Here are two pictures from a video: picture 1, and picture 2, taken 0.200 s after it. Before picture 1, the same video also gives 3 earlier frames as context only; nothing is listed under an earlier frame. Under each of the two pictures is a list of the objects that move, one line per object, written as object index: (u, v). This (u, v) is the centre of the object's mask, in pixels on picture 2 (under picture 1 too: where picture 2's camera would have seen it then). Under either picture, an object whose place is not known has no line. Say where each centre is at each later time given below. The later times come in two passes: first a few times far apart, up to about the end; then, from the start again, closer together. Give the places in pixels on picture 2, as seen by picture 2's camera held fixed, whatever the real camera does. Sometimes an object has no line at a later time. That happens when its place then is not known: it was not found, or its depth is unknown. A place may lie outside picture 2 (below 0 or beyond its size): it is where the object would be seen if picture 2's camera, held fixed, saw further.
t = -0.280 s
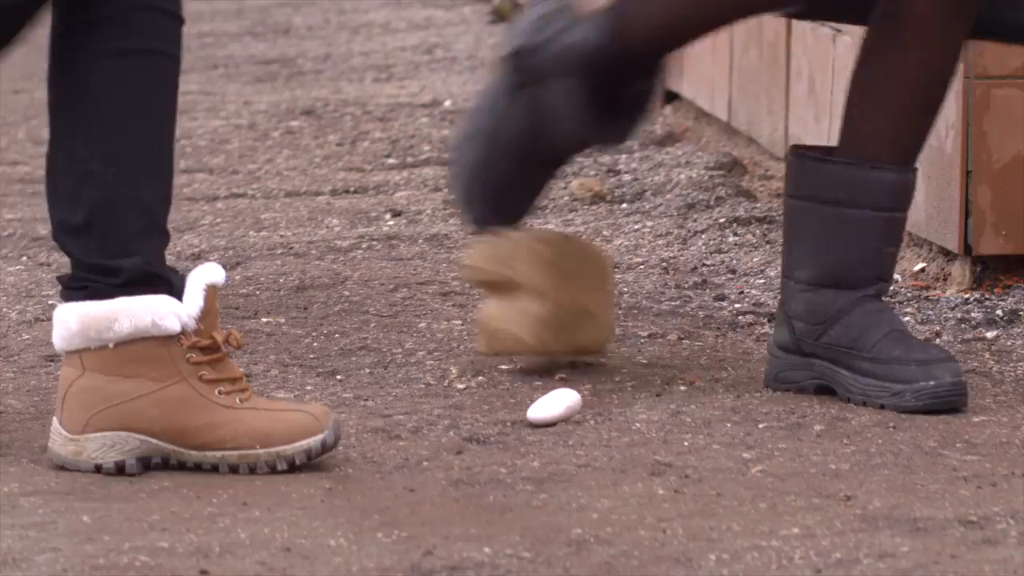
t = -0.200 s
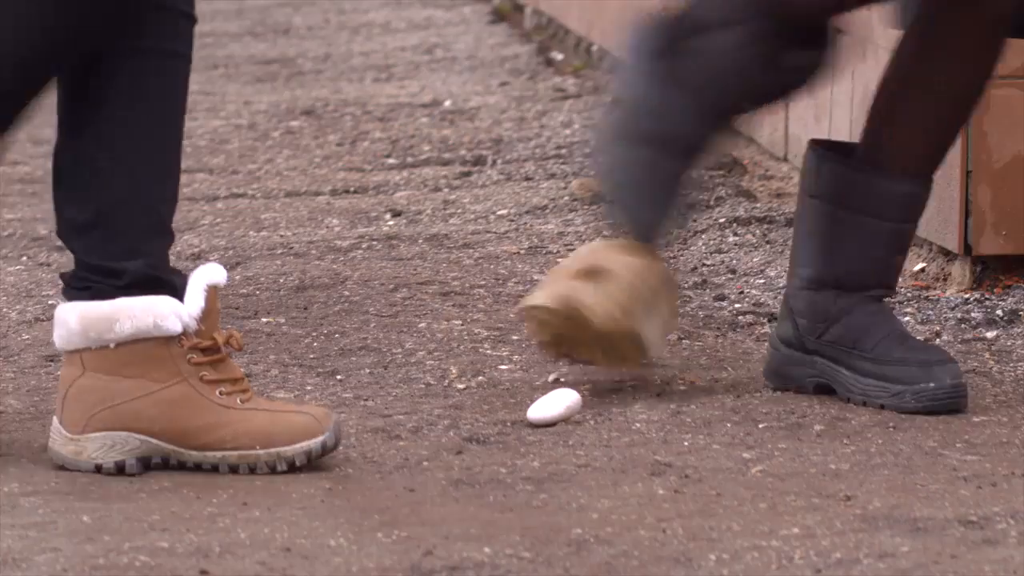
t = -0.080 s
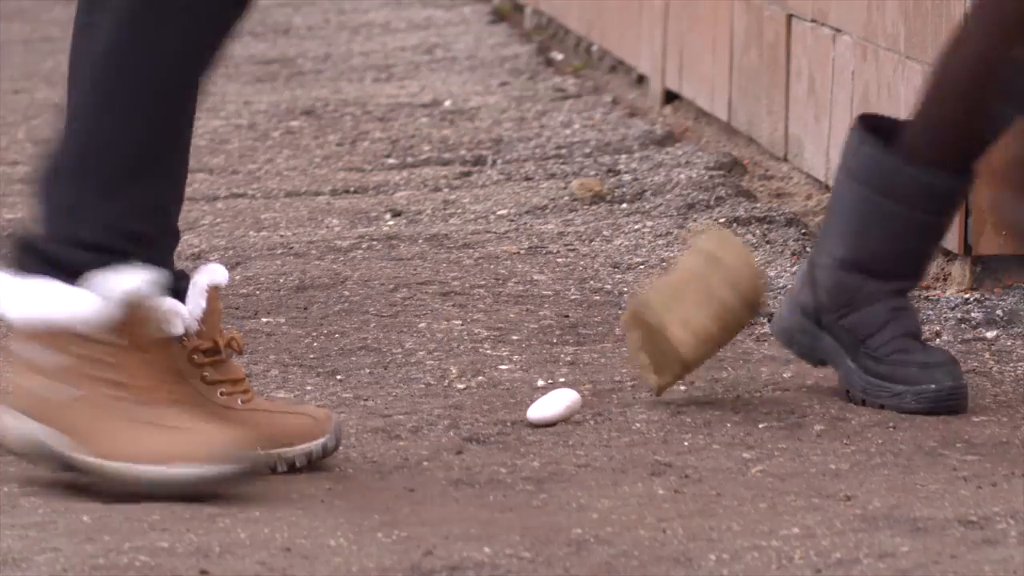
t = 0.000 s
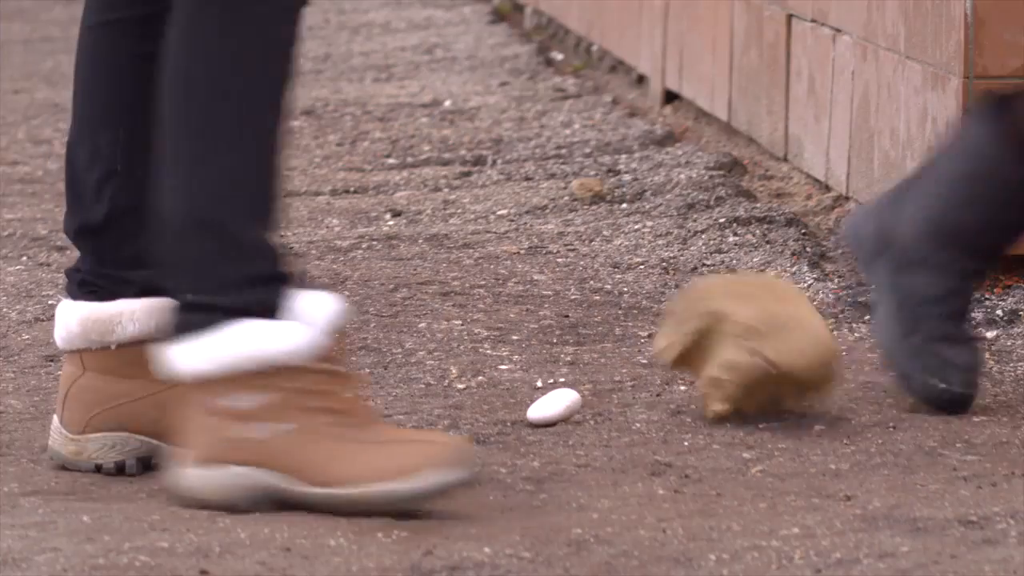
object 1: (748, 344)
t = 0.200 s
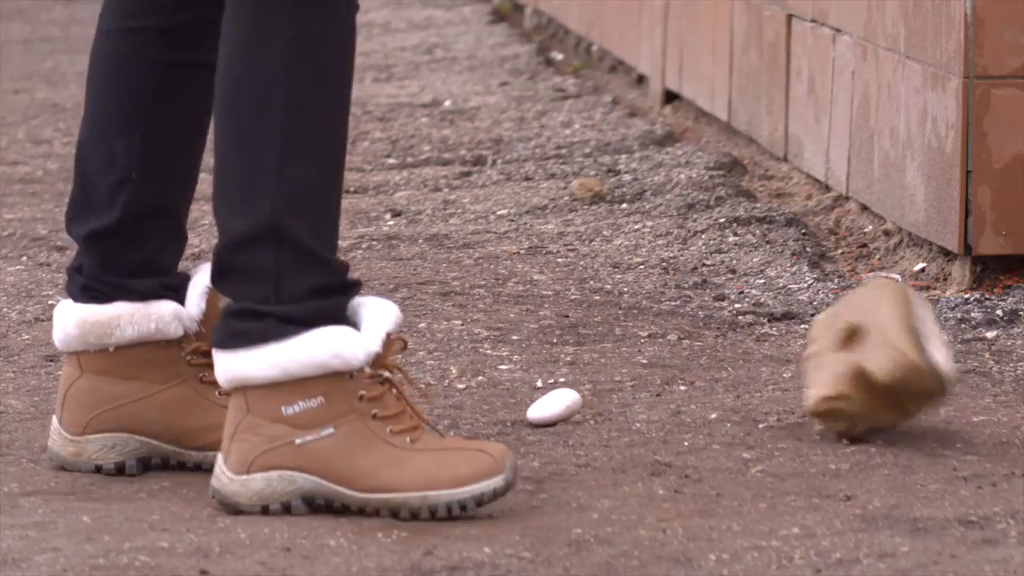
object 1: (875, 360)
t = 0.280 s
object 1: (919, 362)
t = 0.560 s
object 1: (955, 369)
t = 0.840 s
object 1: (884, 384)
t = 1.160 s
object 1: (811, 397)
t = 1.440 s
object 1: (817, 403)
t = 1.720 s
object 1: (816, 403)
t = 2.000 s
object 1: (816, 403)
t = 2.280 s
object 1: (817, 404)
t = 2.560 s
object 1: (816, 404)
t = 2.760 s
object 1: (816, 404)
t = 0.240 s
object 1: (899, 369)
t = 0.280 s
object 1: (919, 362)
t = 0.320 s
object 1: (938, 360)
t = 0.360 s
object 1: (950, 361)
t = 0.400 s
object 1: (954, 362)
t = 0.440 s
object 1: (957, 365)
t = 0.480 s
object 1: (957, 365)
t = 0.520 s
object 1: (957, 367)
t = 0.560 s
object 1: (955, 369)
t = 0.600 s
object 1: (949, 374)
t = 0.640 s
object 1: (938, 381)
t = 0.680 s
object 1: (925, 384)
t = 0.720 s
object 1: (912, 388)
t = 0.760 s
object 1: (899, 389)
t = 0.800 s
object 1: (891, 385)
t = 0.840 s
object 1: (884, 384)
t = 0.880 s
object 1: (877, 387)
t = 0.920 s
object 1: (870, 388)
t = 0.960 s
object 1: (862, 388)
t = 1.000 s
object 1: (852, 391)
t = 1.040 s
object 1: (840, 395)
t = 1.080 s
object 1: (823, 402)
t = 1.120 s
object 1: (813, 401)
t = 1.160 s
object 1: (811, 397)
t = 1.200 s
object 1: (810, 396)
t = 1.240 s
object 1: (811, 398)
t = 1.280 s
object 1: (812, 403)
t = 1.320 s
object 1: (817, 402)
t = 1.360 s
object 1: (819, 401)
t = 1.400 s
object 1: (818, 401)
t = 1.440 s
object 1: (817, 403)
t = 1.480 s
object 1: (813, 403)
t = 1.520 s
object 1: (812, 403)
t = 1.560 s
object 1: (814, 403)
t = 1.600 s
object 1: (817, 403)
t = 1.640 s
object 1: (818, 402)
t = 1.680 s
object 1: (817, 402)
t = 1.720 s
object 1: (816, 403)
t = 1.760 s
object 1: (815, 402)
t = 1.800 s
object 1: (816, 403)
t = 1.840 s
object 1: (817, 403)
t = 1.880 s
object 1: (822, 406)
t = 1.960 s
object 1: (815, 403)
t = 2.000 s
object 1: (816, 403)
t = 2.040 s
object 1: (817, 404)
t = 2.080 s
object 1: (816, 404)
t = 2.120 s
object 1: (816, 404)
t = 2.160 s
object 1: (816, 404)
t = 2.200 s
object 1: (816, 404)
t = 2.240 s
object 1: (816, 403)
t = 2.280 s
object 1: (817, 404)
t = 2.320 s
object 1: (816, 404)
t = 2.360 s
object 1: (817, 403)
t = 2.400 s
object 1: (817, 404)
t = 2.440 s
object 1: (816, 404)
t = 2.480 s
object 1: (817, 404)
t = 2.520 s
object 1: (817, 404)
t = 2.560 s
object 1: (816, 404)
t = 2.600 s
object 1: (816, 404)
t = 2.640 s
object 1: (816, 404)
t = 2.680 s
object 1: (816, 404)
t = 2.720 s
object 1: (816, 404)
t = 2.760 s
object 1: (816, 404)
